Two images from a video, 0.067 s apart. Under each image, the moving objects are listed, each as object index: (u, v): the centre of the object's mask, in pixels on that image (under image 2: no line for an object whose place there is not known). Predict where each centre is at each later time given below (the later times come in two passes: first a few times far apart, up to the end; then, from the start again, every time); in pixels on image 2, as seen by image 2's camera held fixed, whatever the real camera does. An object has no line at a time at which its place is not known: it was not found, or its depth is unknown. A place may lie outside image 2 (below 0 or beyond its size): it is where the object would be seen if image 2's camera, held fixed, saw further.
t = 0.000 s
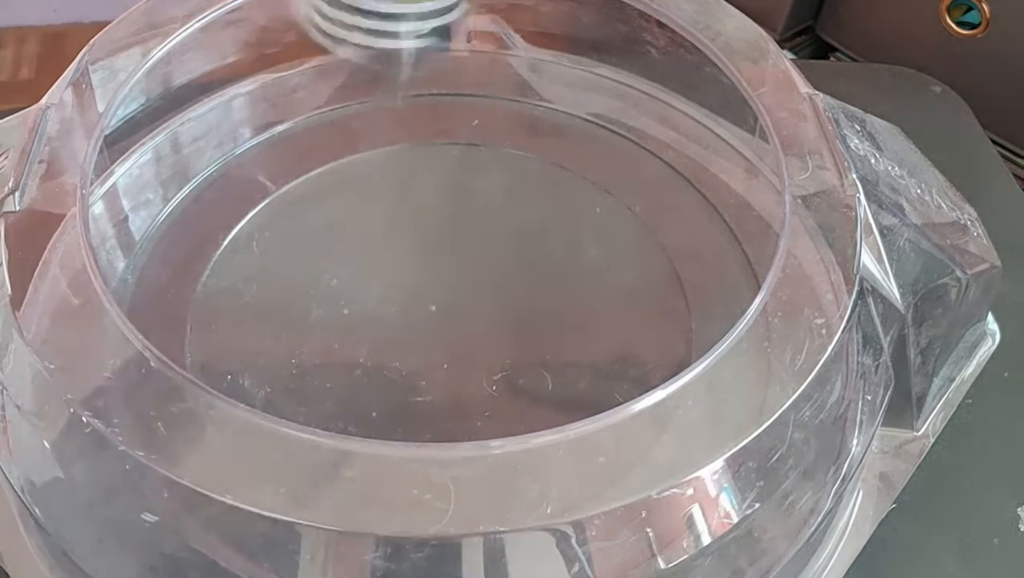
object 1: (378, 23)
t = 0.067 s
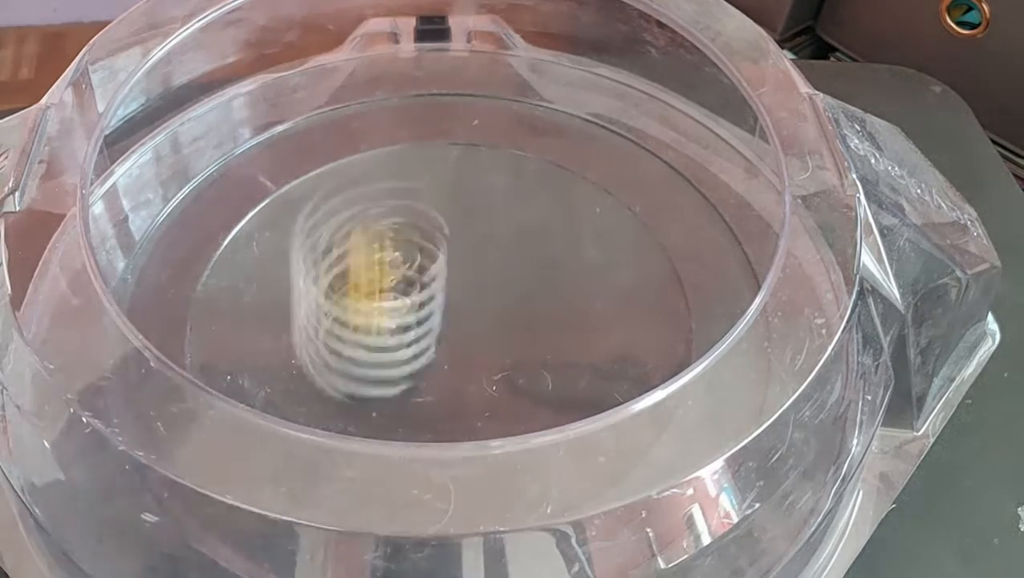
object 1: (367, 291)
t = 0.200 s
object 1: (383, 294)
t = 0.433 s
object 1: (454, 273)
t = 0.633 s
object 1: (512, 257)
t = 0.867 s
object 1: (507, 356)
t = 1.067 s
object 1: (424, 359)
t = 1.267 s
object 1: (421, 318)
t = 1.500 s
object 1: (438, 303)
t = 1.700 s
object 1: (445, 307)
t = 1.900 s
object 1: (446, 311)
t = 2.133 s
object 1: (443, 313)
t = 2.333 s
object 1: (440, 312)
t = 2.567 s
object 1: (439, 310)
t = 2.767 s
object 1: (439, 309)
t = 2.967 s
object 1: (440, 309)
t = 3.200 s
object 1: (440, 311)
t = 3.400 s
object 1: (440, 313)
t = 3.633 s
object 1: (439, 314)
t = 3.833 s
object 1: (440, 314)
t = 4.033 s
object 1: (442, 313)
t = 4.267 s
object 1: (444, 313)
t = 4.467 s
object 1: (443, 312)
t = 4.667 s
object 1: (442, 312)
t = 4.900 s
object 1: (440, 310)
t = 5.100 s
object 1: (439, 310)
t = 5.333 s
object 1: (440, 310)
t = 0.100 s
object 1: (367, 422)
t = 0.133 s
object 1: (372, 382)
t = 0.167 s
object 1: (376, 333)
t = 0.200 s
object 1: (383, 294)
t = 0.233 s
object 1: (392, 275)
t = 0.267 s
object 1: (401, 271)
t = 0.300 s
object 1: (412, 281)
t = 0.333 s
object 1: (422, 306)
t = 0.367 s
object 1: (433, 316)
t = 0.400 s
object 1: (443, 287)
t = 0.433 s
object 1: (454, 273)
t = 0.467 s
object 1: (464, 275)
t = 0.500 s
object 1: (474, 261)
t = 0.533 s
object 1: (484, 253)
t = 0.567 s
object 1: (494, 250)
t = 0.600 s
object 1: (503, 251)
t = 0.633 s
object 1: (512, 257)
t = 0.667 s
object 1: (520, 267)
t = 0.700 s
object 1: (527, 280)
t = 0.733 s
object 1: (532, 298)
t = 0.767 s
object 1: (533, 315)
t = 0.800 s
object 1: (529, 333)
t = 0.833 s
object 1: (519, 347)
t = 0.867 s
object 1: (507, 356)
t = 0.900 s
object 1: (491, 366)
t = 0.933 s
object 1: (475, 370)
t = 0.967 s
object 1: (458, 372)
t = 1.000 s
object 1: (444, 371)
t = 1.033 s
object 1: (432, 366)
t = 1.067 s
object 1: (424, 359)
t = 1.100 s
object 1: (419, 351)
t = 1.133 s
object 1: (417, 344)
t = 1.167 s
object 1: (416, 337)
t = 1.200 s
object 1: (417, 331)
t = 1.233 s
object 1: (418, 324)
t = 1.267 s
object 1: (421, 318)
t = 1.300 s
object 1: (423, 313)
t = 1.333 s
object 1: (426, 310)
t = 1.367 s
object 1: (429, 307)
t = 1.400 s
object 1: (431, 305)
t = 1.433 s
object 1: (434, 304)
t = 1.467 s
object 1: (436, 304)
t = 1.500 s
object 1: (438, 303)
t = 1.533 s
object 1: (439, 304)
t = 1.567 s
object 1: (441, 304)
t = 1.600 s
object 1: (442, 305)
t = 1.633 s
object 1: (443, 306)
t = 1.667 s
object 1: (444, 307)
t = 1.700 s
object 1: (445, 307)
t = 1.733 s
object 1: (445, 308)
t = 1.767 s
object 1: (446, 309)
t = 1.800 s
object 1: (446, 310)
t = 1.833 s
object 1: (446, 311)
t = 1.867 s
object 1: (446, 311)
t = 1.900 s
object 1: (446, 311)
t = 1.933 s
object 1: (445, 312)
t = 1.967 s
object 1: (445, 312)
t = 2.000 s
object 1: (444, 312)
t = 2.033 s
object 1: (444, 313)
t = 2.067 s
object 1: (444, 313)
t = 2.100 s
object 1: (443, 313)
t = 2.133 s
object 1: (443, 313)
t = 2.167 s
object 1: (443, 313)
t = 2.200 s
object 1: (442, 313)
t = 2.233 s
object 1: (442, 313)
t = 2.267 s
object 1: (441, 312)
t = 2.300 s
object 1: (441, 312)
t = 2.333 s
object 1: (440, 312)
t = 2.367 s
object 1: (440, 312)
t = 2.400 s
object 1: (440, 312)
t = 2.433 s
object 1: (440, 311)
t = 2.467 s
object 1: (439, 311)
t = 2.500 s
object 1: (439, 311)
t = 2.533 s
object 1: (439, 311)
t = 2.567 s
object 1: (439, 310)
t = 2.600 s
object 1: (439, 310)
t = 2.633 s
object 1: (439, 309)
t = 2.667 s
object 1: (439, 309)
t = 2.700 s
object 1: (439, 309)
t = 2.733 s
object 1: (439, 309)
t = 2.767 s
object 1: (439, 309)
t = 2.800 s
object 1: (439, 309)
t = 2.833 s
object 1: (439, 309)
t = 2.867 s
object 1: (439, 309)
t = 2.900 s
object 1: (440, 309)
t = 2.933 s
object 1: (440, 309)
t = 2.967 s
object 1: (440, 309)
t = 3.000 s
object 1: (440, 309)
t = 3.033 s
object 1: (440, 310)
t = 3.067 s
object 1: (440, 310)
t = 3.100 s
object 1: (440, 310)
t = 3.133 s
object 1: (440, 311)
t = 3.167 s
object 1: (440, 311)
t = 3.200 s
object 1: (440, 311)
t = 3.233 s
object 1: (440, 312)
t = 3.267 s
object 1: (440, 312)
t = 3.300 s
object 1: (440, 313)
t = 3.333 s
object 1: (440, 313)
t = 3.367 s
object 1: (440, 313)
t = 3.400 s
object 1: (440, 313)
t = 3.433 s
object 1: (440, 314)
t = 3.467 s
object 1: (440, 314)
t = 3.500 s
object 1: (439, 314)
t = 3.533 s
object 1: (439, 314)
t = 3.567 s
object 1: (439, 314)
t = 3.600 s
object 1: (439, 314)
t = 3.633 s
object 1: (439, 314)
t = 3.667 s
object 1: (439, 314)
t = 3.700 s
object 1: (439, 314)
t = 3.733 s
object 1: (439, 314)
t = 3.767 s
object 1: (439, 314)
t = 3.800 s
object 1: (439, 314)
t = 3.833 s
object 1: (440, 314)
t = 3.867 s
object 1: (440, 314)
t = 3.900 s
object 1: (440, 314)
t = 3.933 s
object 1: (441, 314)
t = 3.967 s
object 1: (441, 313)
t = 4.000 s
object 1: (441, 313)
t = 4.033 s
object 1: (442, 313)
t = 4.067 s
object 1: (443, 313)
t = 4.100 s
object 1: (443, 313)
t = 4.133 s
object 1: (443, 313)
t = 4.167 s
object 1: (443, 313)
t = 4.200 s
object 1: (443, 313)
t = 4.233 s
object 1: (443, 313)
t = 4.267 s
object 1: (444, 313)
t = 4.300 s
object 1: (444, 313)
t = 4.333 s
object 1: (444, 313)
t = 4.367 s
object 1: (444, 313)
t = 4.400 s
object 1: (444, 312)
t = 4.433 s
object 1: (443, 312)
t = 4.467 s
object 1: (443, 312)
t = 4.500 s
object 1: (443, 312)
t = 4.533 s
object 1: (443, 312)
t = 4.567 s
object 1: (442, 312)
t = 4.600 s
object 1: (442, 312)
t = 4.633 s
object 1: (442, 312)
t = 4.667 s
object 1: (442, 312)
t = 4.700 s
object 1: (441, 312)
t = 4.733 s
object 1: (441, 312)
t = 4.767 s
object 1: (441, 311)
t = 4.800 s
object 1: (440, 311)
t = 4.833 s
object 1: (440, 311)
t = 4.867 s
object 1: (440, 311)
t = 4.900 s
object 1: (440, 310)
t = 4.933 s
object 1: (439, 310)
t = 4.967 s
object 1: (439, 310)
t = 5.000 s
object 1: (439, 310)
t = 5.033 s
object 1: (439, 310)
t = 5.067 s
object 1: (439, 310)
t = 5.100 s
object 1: (439, 310)
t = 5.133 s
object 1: (439, 310)
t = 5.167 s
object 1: (439, 310)
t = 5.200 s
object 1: (439, 310)
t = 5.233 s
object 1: (440, 310)
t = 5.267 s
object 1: (440, 310)
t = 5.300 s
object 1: (440, 310)
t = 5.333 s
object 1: (440, 310)
